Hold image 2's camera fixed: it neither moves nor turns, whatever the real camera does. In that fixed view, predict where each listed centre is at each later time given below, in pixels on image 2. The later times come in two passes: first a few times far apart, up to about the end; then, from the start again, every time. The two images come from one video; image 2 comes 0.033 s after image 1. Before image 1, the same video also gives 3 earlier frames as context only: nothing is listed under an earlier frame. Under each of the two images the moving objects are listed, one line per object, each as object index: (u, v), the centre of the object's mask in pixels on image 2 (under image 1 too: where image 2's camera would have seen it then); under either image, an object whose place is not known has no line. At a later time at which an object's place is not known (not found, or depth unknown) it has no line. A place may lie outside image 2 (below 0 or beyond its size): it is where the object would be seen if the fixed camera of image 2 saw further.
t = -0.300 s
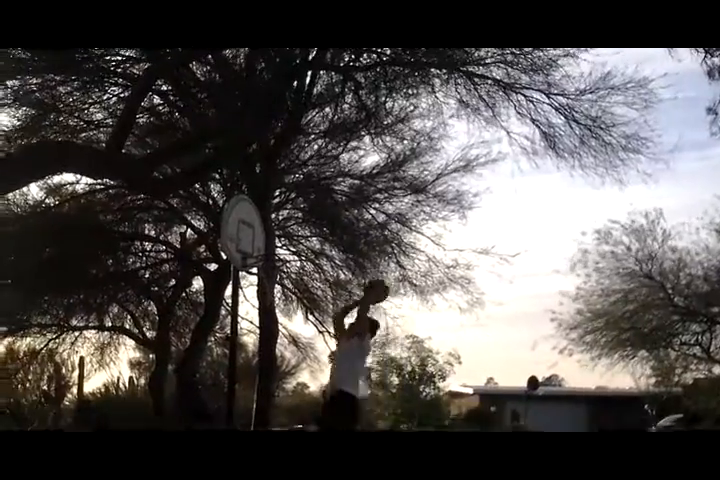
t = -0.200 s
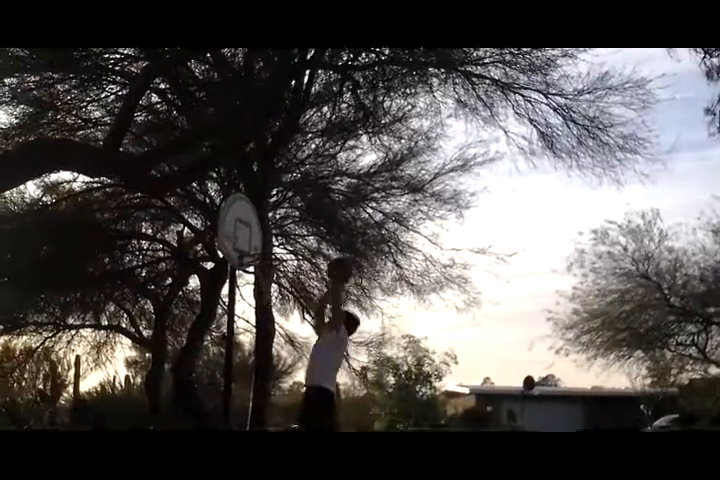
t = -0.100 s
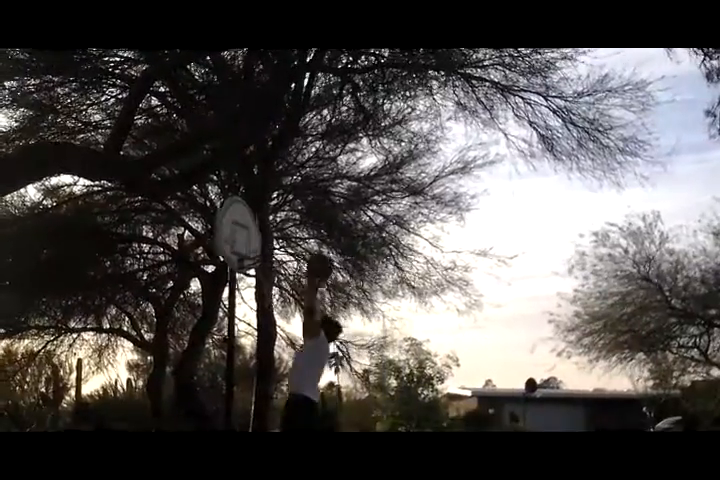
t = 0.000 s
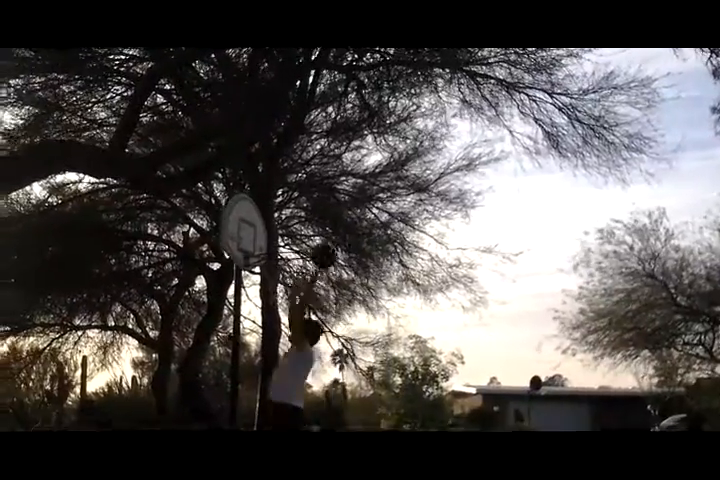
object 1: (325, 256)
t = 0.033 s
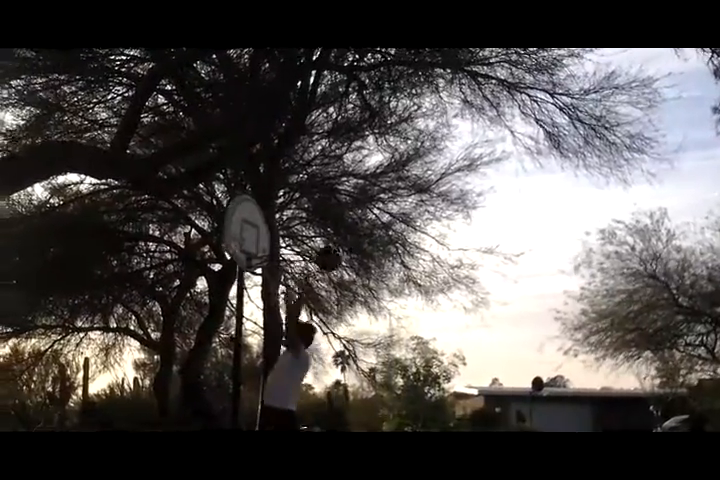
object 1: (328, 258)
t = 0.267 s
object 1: (347, 304)
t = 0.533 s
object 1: (367, 424)
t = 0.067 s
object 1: (330, 261)
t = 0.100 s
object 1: (332, 264)
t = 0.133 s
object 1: (336, 271)
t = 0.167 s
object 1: (339, 277)
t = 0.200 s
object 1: (341, 284)
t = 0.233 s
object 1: (344, 292)
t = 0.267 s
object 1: (347, 304)
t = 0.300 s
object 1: (349, 315)
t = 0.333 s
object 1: (352, 329)
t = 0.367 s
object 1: (355, 343)
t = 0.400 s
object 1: (358, 359)
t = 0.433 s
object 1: (360, 377)
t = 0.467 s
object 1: (363, 396)
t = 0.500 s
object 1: (365, 416)
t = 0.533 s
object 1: (367, 424)
